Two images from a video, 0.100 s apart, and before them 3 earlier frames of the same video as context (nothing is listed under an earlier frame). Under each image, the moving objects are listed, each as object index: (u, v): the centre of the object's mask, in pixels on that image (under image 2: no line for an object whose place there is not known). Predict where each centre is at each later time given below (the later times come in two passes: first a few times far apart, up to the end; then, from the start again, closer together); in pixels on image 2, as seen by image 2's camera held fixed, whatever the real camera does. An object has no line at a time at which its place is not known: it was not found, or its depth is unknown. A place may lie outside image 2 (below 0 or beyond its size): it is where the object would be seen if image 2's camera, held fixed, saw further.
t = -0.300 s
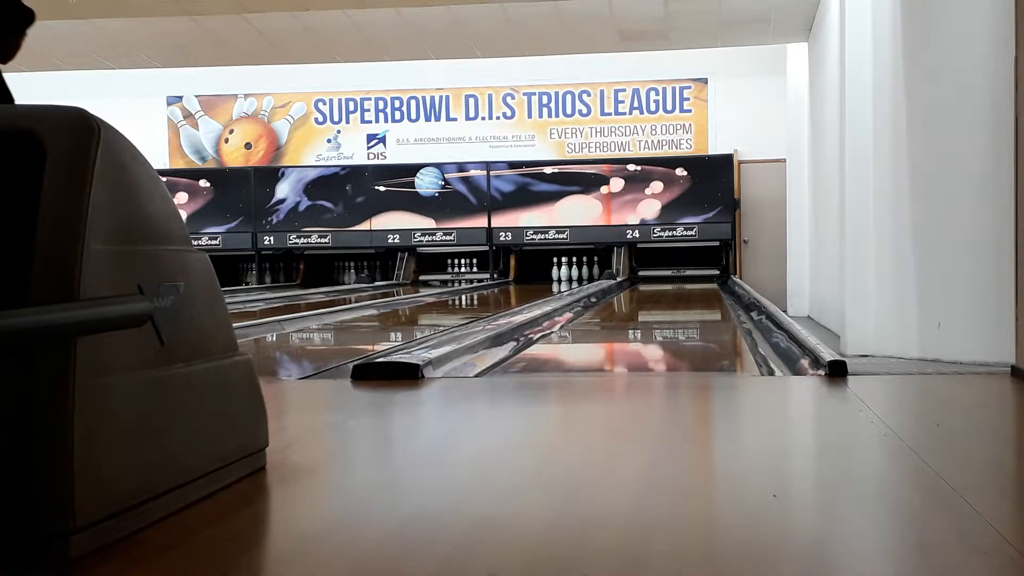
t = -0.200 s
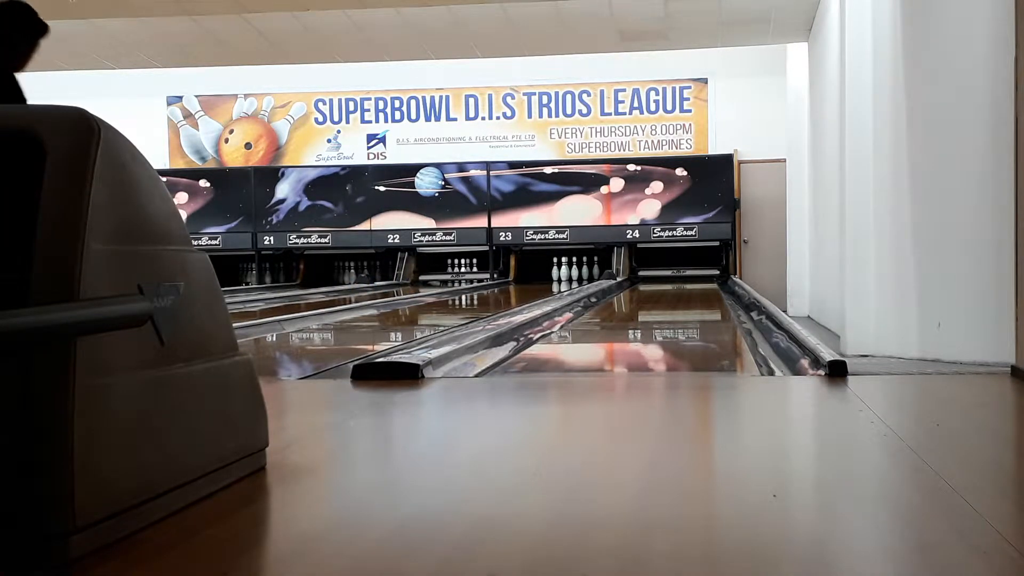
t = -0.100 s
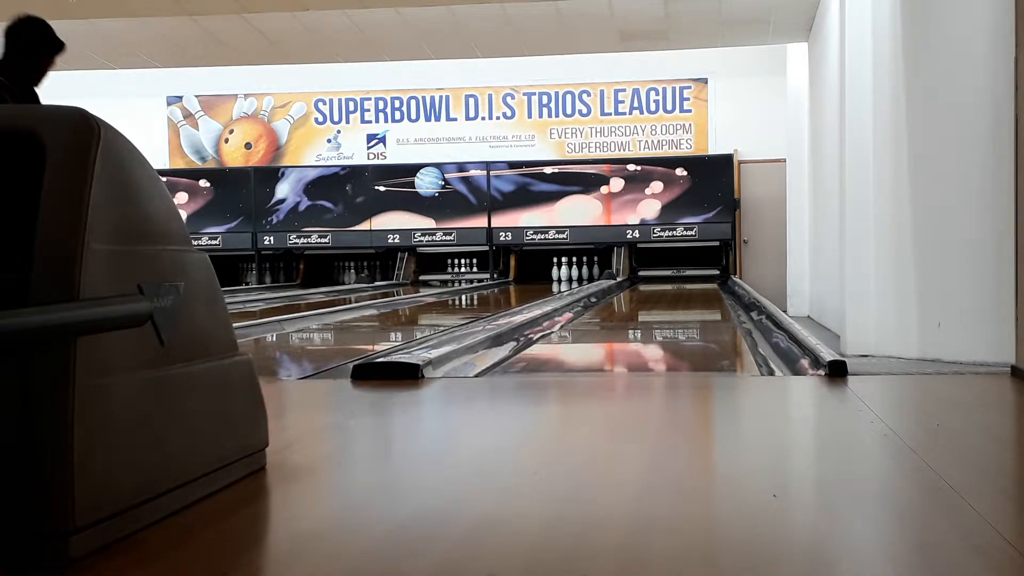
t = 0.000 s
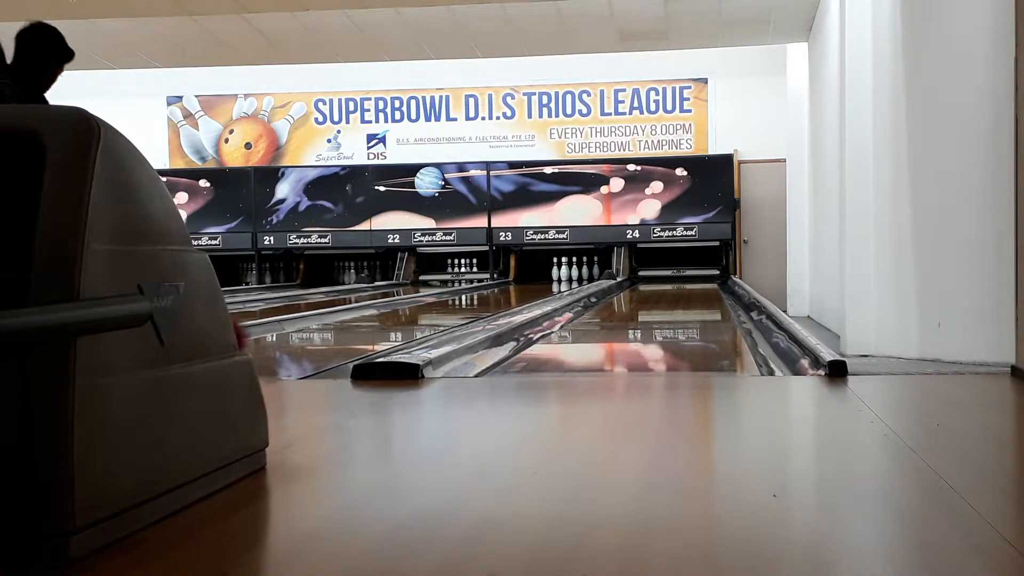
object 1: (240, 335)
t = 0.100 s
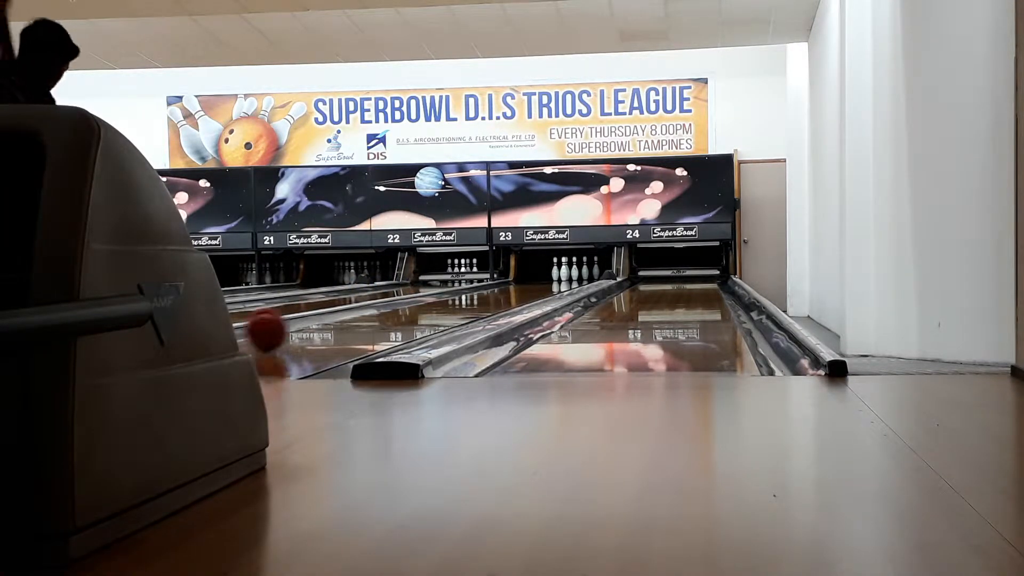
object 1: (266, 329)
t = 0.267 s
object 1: (323, 319)
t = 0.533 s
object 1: (389, 307)
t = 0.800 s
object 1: (435, 299)
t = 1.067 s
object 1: (469, 293)
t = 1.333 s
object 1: (496, 288)
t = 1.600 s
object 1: (518, 284)
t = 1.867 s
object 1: (535, 281)
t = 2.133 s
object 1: (548, 279)
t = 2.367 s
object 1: (559, 277)
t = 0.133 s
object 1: (278, 327)
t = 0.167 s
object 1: (291, 325)
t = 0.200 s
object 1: (302, 322)
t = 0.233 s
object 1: (313, 320)
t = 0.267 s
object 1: (323, 319)
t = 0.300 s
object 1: (333, 317)
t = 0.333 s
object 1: (341, 315)
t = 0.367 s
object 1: (351, 314)
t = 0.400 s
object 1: (359, 312)
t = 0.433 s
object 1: (367, 311)
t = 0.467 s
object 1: (375, 310)
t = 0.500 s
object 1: (382, 309)
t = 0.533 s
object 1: (389, 307)
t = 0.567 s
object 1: (395, 306)
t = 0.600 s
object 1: (401, 305)
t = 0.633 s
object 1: (407, 304)
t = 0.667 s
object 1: (413, 303)
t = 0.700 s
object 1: (419, 302)
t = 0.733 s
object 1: (425, 301)
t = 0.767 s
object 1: (430, 300)
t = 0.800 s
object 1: (435, 299)
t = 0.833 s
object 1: (439, 298)
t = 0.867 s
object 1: (444, 297)
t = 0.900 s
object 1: (449, 296)
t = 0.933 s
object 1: (453, 296)
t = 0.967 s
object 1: (457, 295)
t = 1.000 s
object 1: (462, 294)
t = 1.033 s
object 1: (466, 294)
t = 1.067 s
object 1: (469, 293)
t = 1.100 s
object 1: (474, 292)
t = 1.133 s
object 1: (477, 292)
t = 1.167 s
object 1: (481, 291)
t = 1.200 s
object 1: (484, 290)
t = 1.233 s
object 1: (487, 290)
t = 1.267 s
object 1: (490, 289)
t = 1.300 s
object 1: (494, 288)
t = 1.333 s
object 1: (496, 288)
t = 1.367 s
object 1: (500, 287)
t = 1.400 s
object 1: (502, 287)
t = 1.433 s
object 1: (505, 286)
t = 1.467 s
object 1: (508, 286)
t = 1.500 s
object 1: (510, 285)
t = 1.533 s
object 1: (513, 285)
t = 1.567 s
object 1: (516, 285)
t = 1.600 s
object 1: (518, 284)
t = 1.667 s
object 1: (523, 283)
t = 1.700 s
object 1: (525, 283)
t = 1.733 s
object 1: (527, 283)
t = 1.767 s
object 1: (529, 282)
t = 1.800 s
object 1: (531, 282)
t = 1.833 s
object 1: (533, 282)
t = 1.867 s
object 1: (535, 281)
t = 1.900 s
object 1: (536, 281)
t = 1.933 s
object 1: (538, 281)
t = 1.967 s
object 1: (540, 281)
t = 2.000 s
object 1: (542, 281)
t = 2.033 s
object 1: (544, 280)
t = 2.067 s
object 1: (545, 280)
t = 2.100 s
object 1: (547, 280)
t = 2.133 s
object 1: (548, 279)
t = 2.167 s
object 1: (550, 279)
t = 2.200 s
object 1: (552, 278)
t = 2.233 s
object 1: (553, 278)
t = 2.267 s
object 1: (554, 277)
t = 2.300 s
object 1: (556, 277)
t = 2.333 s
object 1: (557, 277)
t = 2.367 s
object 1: (559, 277)
